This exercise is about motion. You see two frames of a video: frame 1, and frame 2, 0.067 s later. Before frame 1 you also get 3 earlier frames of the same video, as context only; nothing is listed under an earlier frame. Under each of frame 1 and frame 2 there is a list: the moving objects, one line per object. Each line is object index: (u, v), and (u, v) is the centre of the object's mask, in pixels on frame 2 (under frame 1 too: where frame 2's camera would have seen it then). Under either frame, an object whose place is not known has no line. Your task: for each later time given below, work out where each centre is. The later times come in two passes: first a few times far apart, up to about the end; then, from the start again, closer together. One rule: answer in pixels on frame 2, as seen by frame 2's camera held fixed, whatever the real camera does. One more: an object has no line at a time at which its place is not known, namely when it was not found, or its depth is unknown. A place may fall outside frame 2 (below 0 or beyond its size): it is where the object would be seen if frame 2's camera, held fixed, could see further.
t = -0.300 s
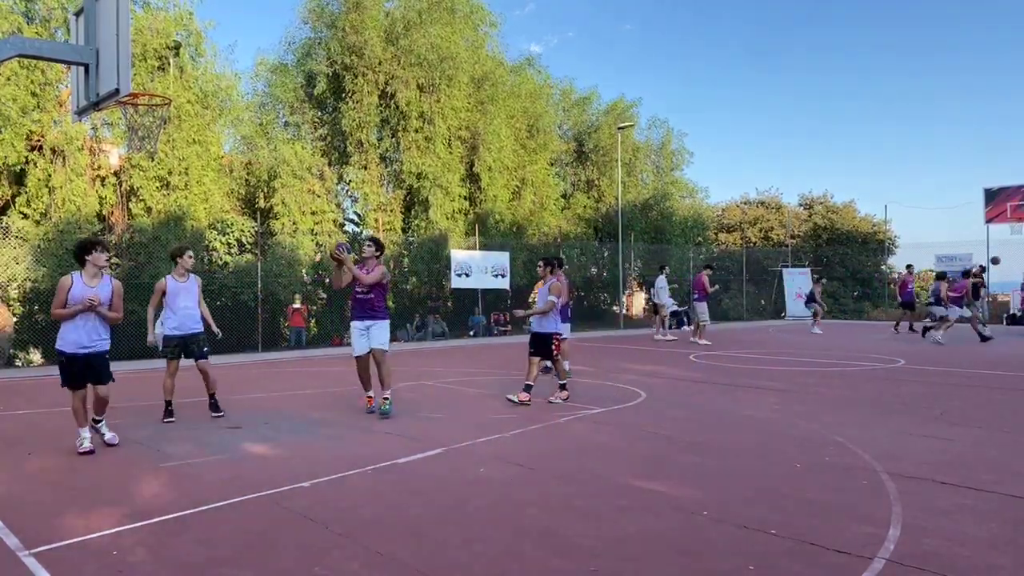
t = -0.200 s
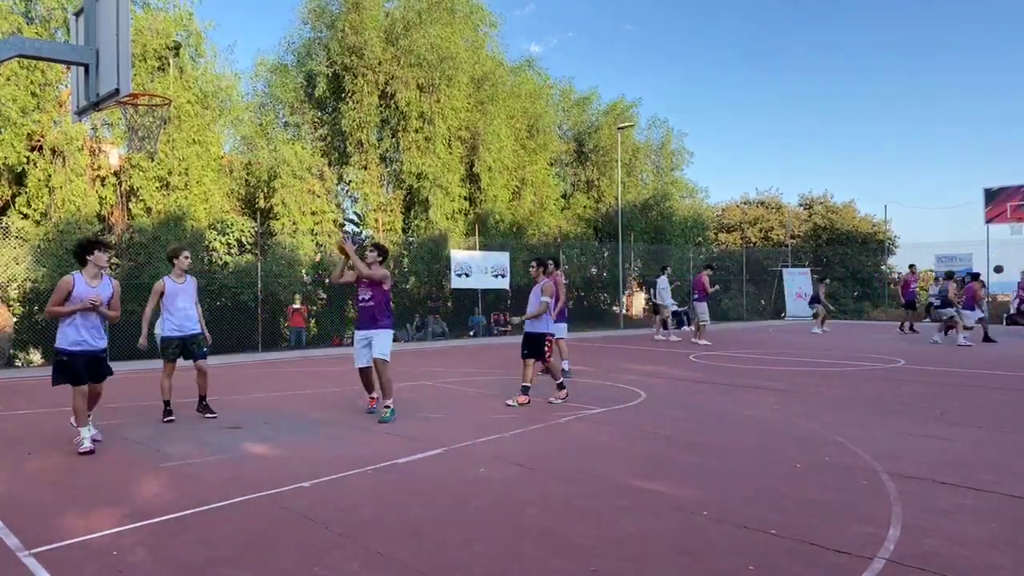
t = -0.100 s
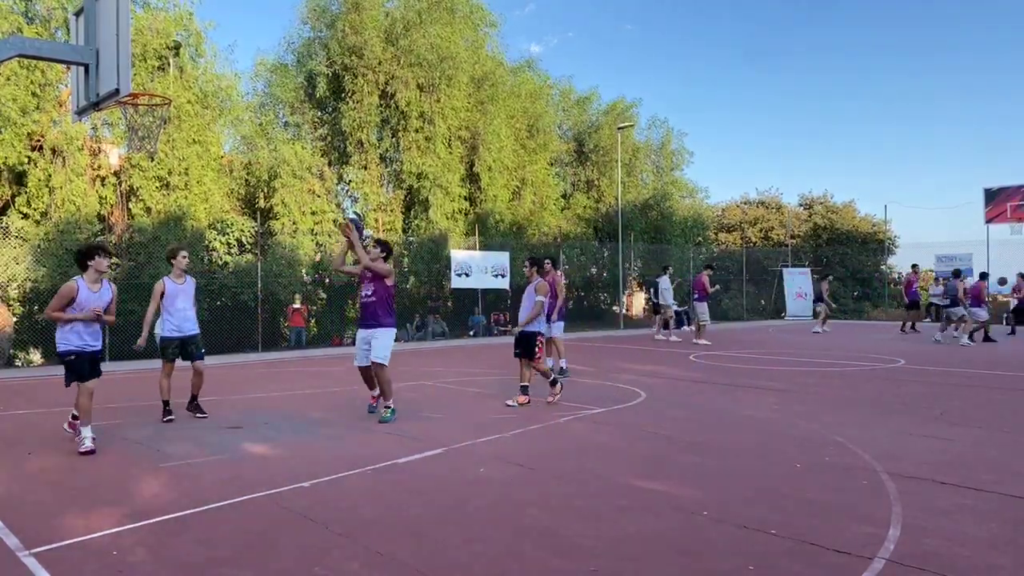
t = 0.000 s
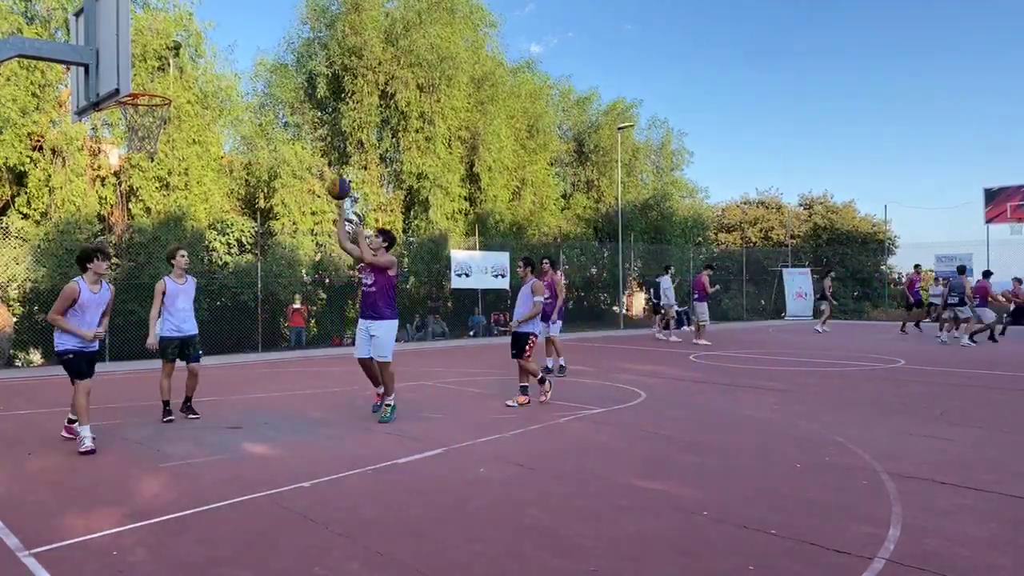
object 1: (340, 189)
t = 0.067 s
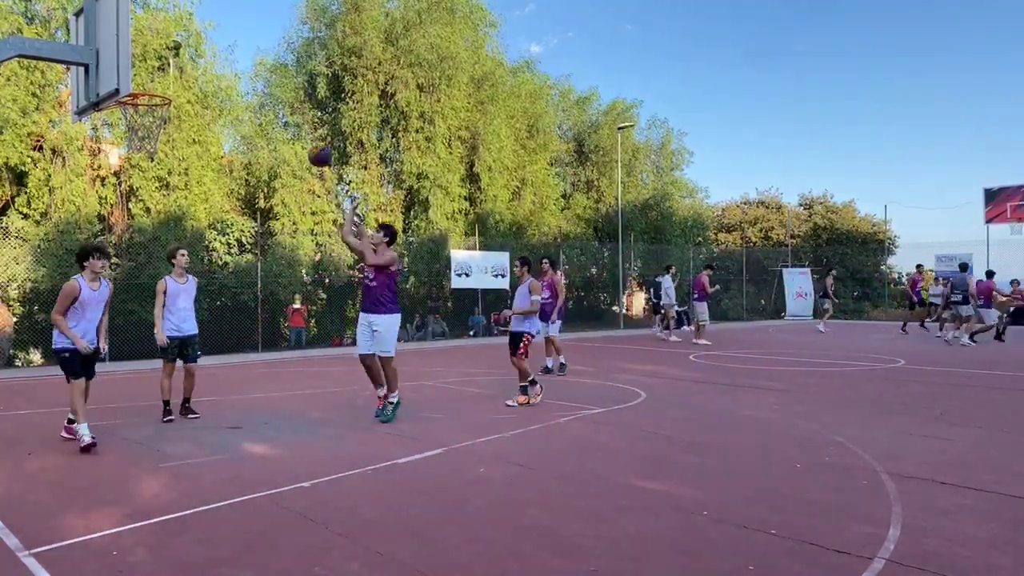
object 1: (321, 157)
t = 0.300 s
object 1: (249, 71)
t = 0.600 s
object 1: (157, 41)
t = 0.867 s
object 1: (133, 95)
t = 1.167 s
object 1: (150, 120)
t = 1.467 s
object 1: (126, 171)
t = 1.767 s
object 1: (102, 318)
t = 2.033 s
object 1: (83, 372)
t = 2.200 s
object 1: (73, 303)
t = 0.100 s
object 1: (309, 143)
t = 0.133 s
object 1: (298, 128)
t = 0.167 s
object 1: (288, 115)
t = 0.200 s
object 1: (280, 102)
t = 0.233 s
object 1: (269, 91)
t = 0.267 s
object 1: (259, 82)
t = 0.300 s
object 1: (249, 71)
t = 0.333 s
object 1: (240, 64)
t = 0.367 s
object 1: (229, 57)
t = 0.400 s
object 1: (221, 53)
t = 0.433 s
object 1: (211, 47)
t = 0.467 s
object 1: (199, 45)
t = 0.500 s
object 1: (188, 41)
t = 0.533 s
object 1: (177, 40)
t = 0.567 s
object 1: (170, 39)
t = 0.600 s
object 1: (157, 41)
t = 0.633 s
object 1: (148, 42)
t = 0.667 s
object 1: (140, 50)
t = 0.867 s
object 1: (133, 95)
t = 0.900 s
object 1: (141, 95)
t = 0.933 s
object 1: (149, 102)
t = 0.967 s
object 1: (154, 104)
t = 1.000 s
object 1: (156, 105)
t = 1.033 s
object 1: (156, 107)
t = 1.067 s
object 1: (155, 113)
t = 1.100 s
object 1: (155, 115)
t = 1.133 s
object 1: (154, 119)
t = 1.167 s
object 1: (150, 120)
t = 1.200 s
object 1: (151, 119)
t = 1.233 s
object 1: (147, 122)
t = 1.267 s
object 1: (142, 126)
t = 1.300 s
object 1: (140, 130)
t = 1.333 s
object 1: (138, 134)
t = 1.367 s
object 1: (134, 141)
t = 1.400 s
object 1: (132, 151)
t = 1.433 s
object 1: (128, 160)
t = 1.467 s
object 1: (126, 171)
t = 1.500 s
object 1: (123, 181)
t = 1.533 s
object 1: (121, 195)
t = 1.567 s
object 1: (118, 209)
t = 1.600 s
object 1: (116, 225)
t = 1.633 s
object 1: (113, 242)
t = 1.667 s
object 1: (110, 259)
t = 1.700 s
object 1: (108, 279)
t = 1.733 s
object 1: (105, 296)
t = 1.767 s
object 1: (102, 318)
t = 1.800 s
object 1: (99, 342)
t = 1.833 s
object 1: (96, 363)
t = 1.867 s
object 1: (93, 389)
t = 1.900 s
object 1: (91, 414)
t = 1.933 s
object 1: (88, 430)
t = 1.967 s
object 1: (87, 408)
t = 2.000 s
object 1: (84, 391)
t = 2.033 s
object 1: (83, 372)
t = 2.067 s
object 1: (80, 357)
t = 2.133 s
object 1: (76, 327)
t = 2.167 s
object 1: (75, 314)
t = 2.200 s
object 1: (73, 303)
